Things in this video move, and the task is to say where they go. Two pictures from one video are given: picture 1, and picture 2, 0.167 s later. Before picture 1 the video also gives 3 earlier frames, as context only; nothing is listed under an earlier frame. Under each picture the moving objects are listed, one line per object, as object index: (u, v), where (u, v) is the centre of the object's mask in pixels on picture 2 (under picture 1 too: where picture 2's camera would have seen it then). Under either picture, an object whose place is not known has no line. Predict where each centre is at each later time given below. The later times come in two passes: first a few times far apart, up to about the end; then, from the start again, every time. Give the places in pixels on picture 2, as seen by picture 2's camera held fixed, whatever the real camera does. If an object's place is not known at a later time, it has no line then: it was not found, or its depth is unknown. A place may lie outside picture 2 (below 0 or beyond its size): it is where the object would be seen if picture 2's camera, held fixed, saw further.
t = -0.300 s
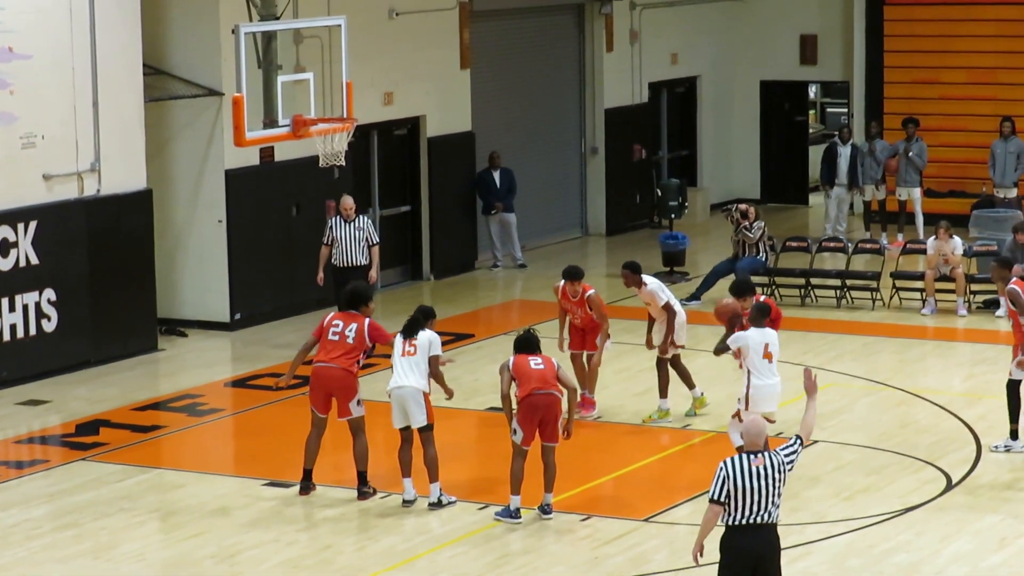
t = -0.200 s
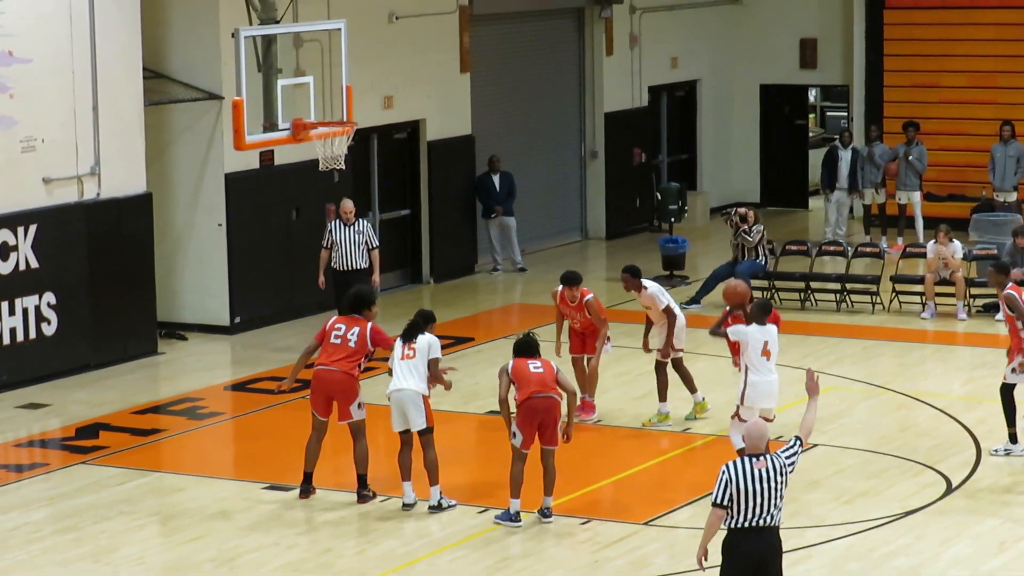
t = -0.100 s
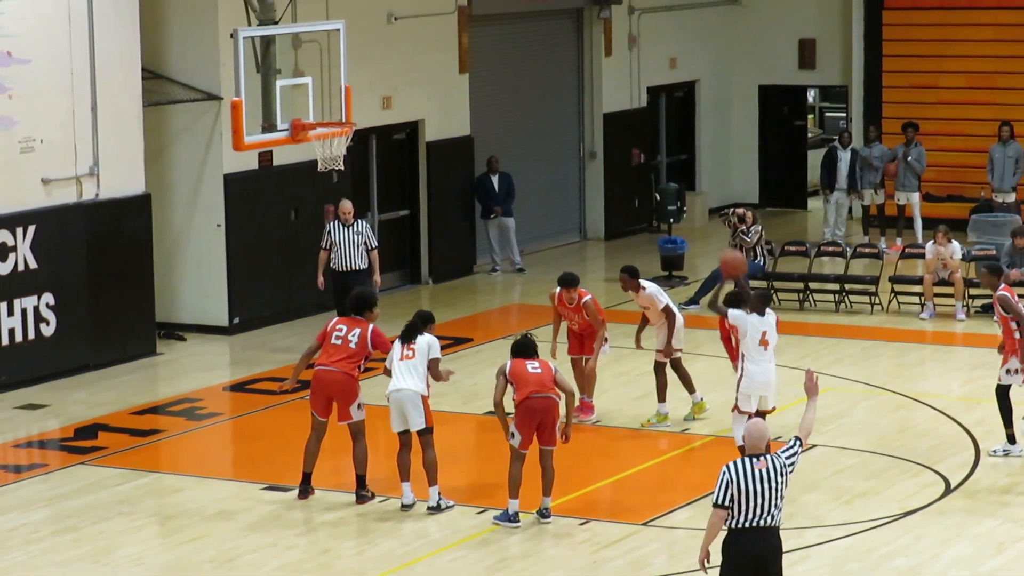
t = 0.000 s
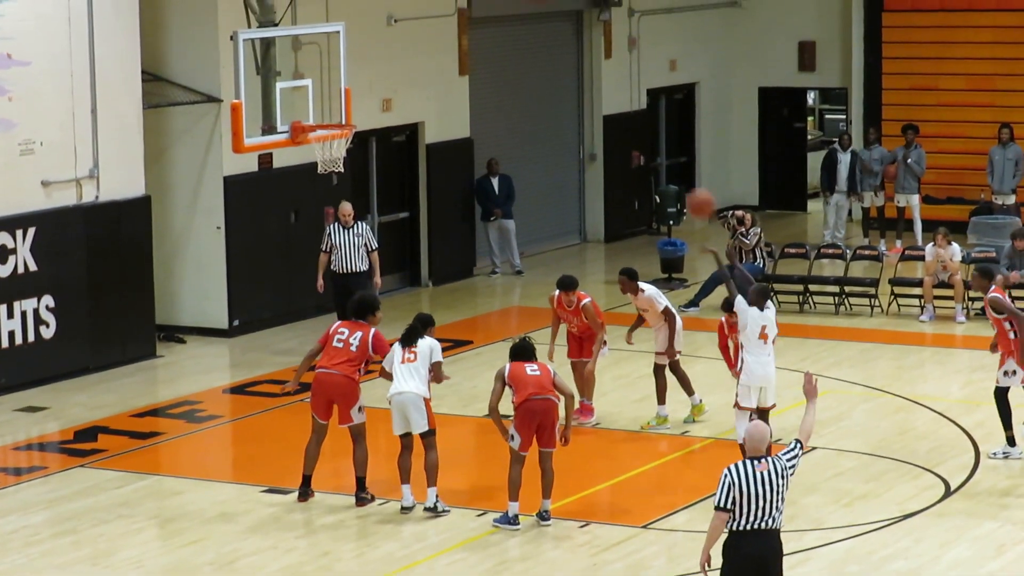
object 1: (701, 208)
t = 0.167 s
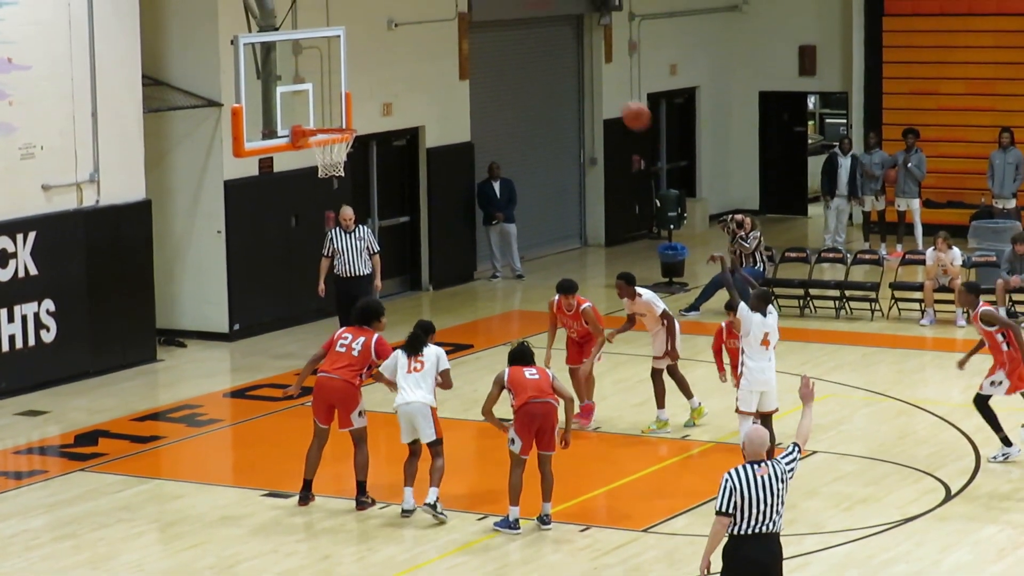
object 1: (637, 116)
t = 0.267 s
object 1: (596, 74)
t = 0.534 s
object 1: (498, 22)
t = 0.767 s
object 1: (416, 40)
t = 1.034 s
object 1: (330, 124)
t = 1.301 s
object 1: (311, 193)
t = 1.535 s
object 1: (305, 293)
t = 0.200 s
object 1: (622, 100)
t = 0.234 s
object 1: (609, 87)
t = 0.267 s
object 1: (596, 74)
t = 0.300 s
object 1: (583, 63)
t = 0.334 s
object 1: (571, 54)
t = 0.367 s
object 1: (559, 46)
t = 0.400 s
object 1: (547, 38)
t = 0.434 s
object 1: (535, 32)
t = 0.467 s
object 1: (522, 27)
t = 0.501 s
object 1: (510, 24)
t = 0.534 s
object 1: (498, 22)
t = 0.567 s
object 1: (486, 21)
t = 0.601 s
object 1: (474, 22)
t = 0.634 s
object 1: (463, 23)
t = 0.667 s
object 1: (452, 25)
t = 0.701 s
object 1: (439, 29)
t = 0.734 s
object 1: (427, 34)
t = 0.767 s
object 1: (416, 40)
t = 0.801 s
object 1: (405, 47)
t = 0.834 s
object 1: (394, 55)
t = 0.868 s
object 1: (383, 65)
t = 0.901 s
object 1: (372, 75)
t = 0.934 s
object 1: (361, 86)
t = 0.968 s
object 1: (351, 99)
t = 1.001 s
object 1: (340, 113)
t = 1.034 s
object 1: (330, 124)
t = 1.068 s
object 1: (322, 147)
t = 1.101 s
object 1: (317, 151)
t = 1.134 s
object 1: (315, 157)
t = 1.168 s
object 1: (314, 161)
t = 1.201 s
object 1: (313, 167)
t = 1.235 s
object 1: (312, 175)
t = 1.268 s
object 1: (311, 183)
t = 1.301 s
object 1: (311, 193)
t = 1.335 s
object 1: (310, 204)
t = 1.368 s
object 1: (309, 216)
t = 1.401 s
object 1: (308, 229)
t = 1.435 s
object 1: (307, 244)
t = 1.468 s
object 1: (306, 259)
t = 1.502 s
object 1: (306, 275)
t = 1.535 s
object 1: (305, 293)
